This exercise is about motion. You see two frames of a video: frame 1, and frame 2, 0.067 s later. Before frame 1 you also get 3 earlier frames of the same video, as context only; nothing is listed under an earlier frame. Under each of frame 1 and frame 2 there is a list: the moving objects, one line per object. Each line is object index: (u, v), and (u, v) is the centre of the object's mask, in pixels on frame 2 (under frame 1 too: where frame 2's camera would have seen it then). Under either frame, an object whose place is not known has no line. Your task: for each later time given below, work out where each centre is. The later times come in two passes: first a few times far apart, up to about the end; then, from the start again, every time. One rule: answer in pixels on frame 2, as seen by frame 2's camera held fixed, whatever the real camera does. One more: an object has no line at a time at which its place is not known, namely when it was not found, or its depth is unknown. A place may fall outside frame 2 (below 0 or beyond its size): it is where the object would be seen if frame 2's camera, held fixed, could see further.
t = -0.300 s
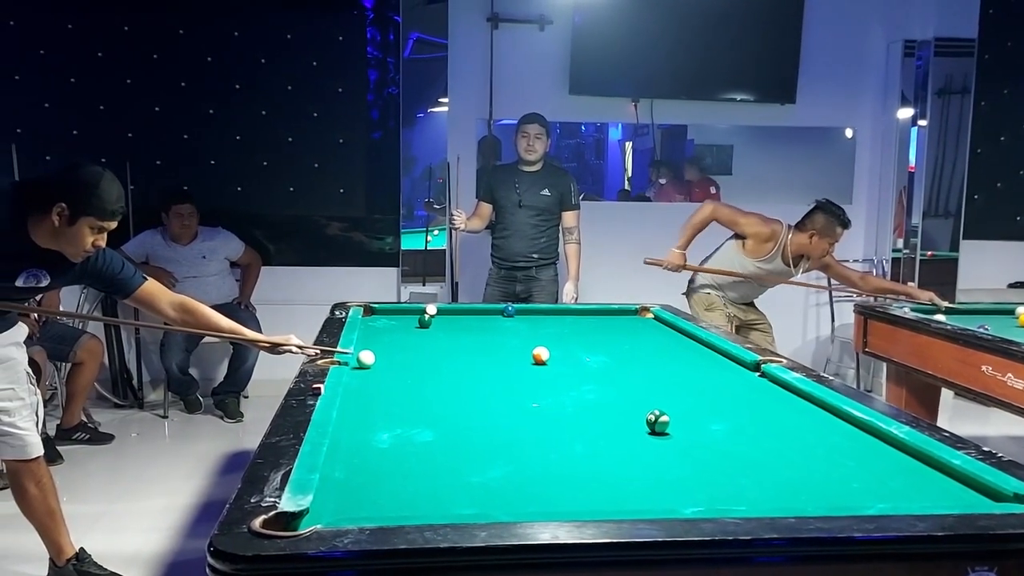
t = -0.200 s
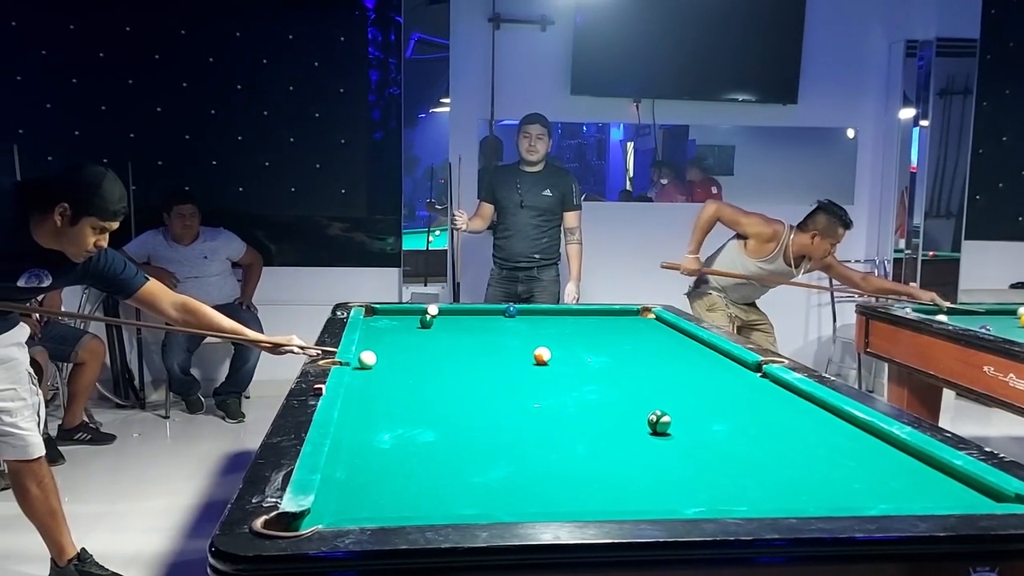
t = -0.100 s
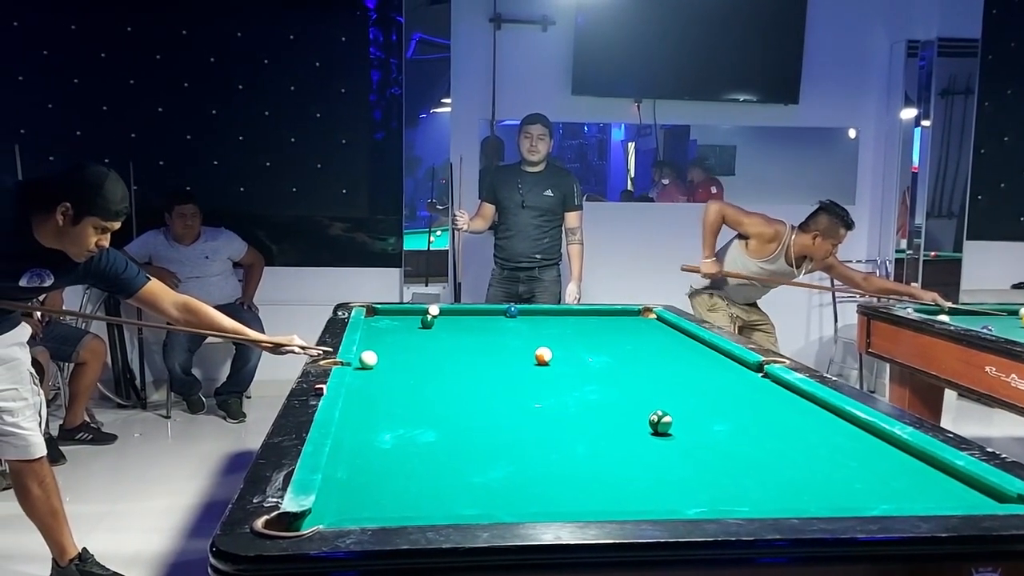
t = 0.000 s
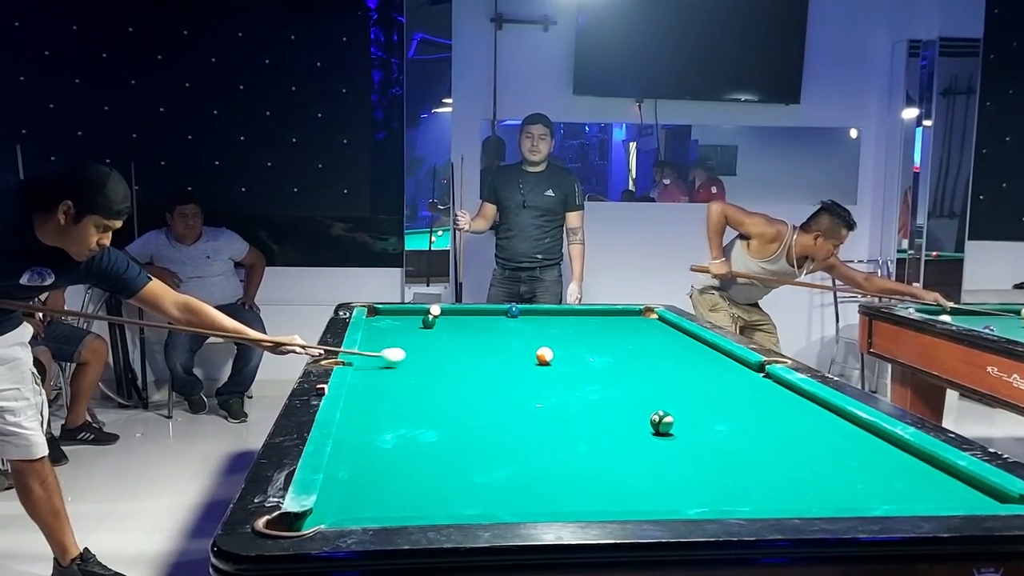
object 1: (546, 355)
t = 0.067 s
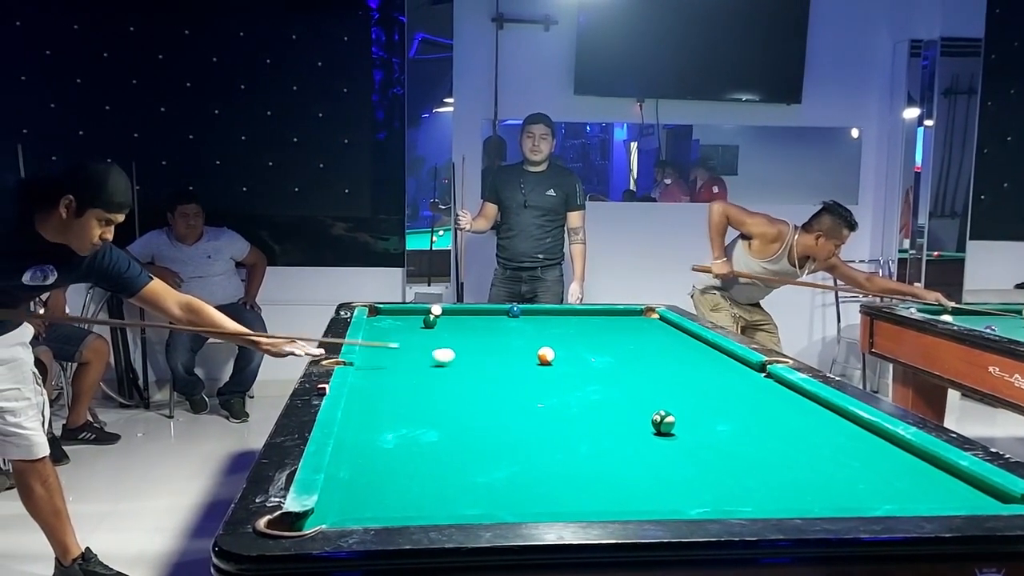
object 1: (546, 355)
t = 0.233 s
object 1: (574, 356)
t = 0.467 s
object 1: (694, 362)
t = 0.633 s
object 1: (765, 366)
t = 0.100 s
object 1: (546, 355)
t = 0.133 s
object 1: (546, 355)
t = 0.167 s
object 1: (546, 355)
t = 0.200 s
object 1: (553, 355)
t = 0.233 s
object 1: (574, 356)
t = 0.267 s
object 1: (593, 357)
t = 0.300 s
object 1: (612, 358)
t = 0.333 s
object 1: (630, 359)
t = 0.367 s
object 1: (647, 360)
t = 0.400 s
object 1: (664, 361)
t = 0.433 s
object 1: (679, 361)
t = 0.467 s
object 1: (694, 362)
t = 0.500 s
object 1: (709, 363)
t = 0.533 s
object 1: (723, 364)
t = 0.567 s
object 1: (738, 365)
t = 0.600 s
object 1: (754, 365)
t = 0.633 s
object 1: (765, 366)
